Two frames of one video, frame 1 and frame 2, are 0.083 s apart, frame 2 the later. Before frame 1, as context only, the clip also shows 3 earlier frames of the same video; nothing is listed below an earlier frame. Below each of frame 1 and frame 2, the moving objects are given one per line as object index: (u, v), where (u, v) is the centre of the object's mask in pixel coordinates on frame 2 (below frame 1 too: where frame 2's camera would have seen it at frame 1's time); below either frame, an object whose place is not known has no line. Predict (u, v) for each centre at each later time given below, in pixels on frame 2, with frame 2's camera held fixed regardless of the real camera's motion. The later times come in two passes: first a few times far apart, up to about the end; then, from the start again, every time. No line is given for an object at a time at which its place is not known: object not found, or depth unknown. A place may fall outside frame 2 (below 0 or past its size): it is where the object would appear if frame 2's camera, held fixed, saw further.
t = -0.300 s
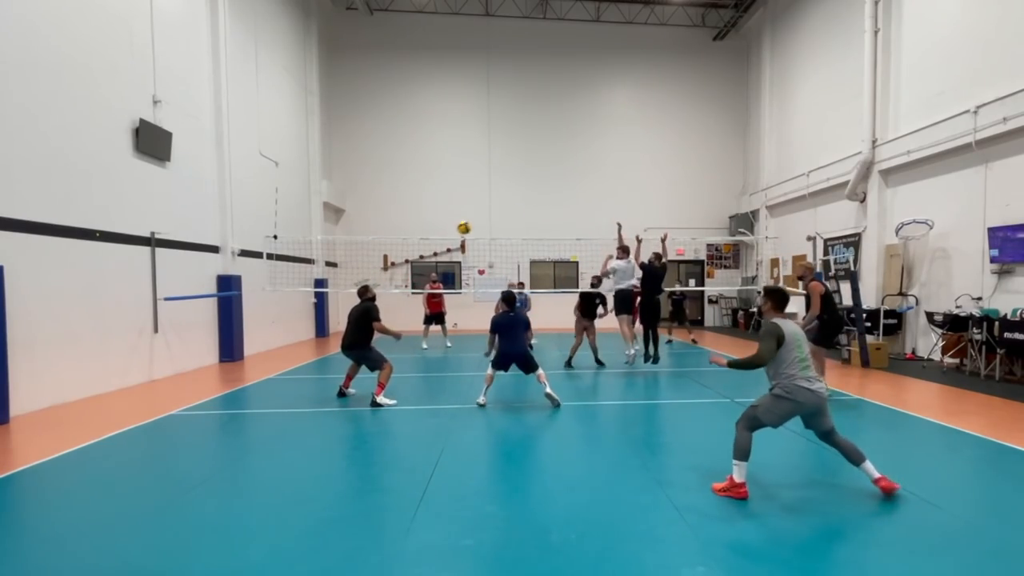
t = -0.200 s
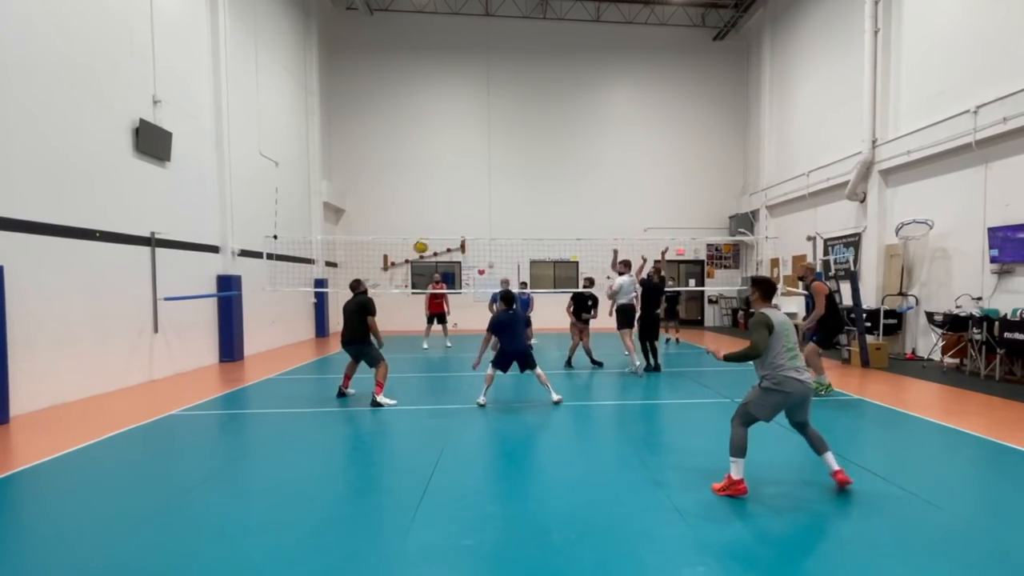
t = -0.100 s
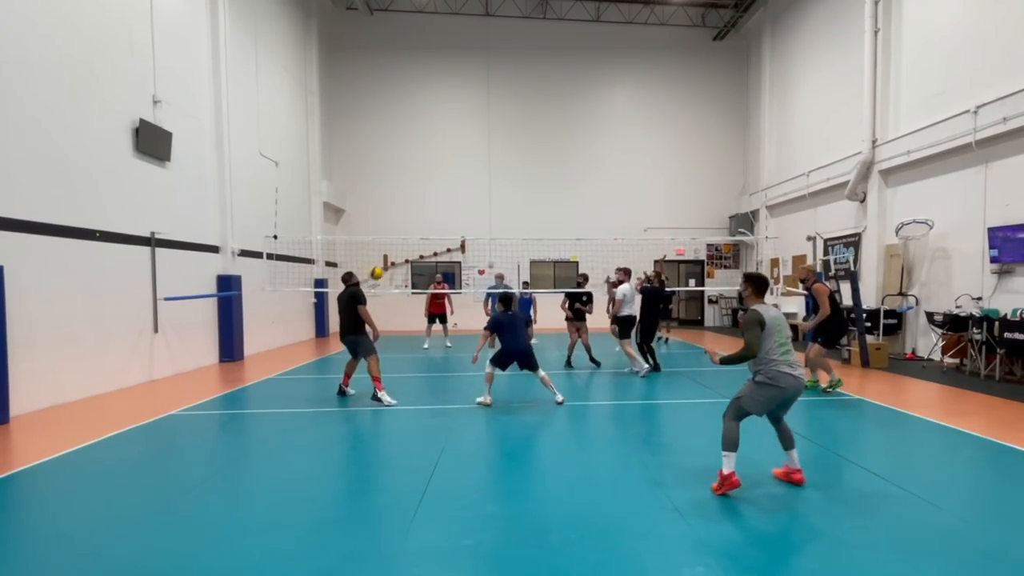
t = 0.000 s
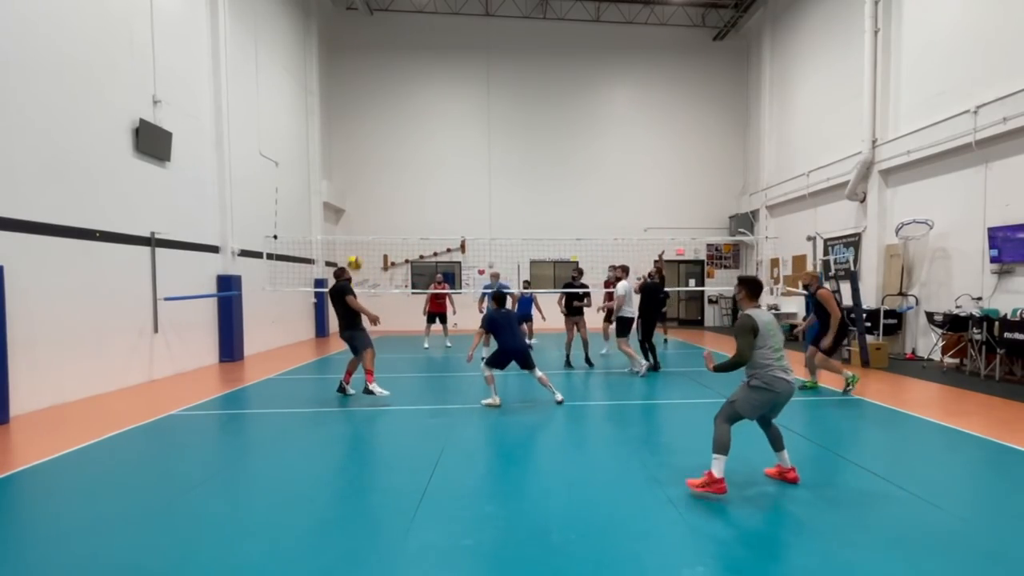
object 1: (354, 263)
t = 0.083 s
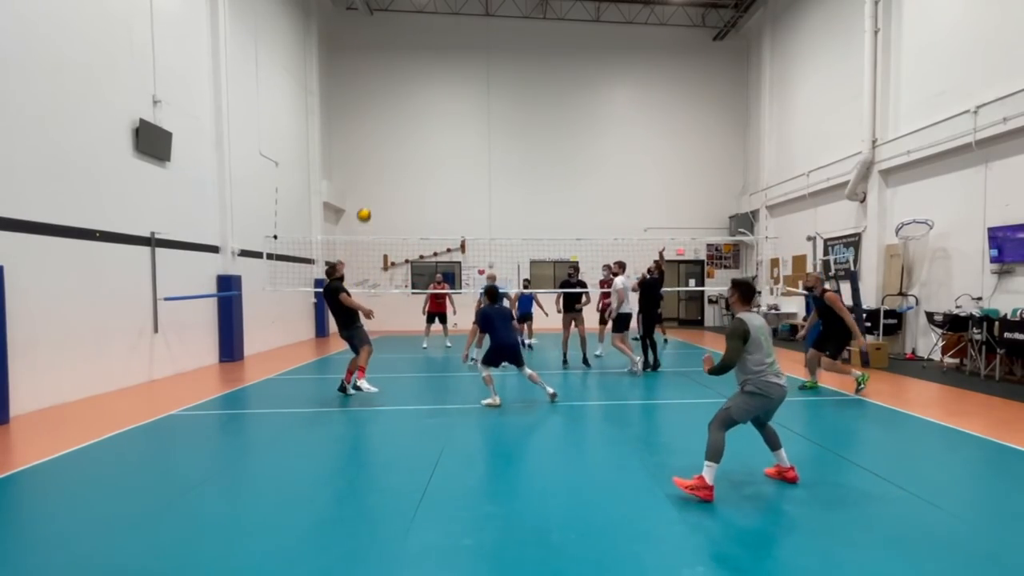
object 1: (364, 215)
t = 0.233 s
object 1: (381, 142)
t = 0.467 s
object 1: (403, 65)
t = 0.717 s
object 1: (424, 27)
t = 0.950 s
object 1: (443, 26)
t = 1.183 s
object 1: (459, 55)
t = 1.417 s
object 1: (476, 110)
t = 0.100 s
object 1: (366, 206)
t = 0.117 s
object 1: (368, 197)
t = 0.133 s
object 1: (370, 189)
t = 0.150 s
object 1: (371, 180)
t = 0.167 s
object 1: (373, 172)
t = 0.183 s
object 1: (375, 164)
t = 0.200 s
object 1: (377, 157)
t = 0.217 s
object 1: (379, 150)
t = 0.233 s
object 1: (381, 142)
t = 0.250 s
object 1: (382, 135)
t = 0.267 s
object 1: (383, 129)
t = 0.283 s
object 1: (385, 122)
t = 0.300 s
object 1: (387, 116)
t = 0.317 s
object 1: (389, 110)
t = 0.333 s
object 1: (390, 104)
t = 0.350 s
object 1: (392, 99)
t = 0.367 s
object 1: (393, 93)
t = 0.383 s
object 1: (395, 88)
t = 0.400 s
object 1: (397, 83)
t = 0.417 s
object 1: (398, 78)
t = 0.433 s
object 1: (400, 74)
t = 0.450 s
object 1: (401, 70)
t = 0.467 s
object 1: (403, 65)
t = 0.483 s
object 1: (404, 62)
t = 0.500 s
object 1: (406, 58)
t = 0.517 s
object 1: (408, 54)
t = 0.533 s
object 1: (409, 51)
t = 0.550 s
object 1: (410, 48)
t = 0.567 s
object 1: (411, 44)
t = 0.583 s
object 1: (413, 42)
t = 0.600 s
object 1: (415, 40)
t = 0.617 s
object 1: (416, 38)
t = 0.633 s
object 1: (417, 35)
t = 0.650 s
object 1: (419, 33)
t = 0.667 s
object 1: (421, 31)
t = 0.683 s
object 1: (422, 29)
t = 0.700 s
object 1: (423, 27)
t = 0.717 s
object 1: (424, 27)
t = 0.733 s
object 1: (425, 25)
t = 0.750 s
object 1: (427, 25)
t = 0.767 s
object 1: (428, 24)
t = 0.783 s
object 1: (429, 24)
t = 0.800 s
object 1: (431, 23)
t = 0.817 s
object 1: (432, 23)
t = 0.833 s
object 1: (434, 23)
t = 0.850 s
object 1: (435, 23)
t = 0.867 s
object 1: (436, 23)
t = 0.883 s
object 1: (438, 23)
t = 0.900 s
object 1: (439, 23)
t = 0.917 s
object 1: (441, 24)
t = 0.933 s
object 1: (442, 25)
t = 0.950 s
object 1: (443, 26)
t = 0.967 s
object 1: (444, 27)
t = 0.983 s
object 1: (445, 28)
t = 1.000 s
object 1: (447, 29)
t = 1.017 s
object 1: (447, 31)
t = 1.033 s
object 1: (448, 33)
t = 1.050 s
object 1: (450, 35)
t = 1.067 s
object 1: (452, 37)
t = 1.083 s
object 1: (453, 39)
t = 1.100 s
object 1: (454, 41)
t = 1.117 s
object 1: (455, 44)
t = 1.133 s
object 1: (456, 46)
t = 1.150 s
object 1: (457, 49)
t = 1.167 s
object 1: (458, 52)
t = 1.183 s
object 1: (459, 55)
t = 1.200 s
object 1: (461, 58)
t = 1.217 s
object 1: (463, 61)
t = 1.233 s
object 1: (464, 64)
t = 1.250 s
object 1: (465, 68)
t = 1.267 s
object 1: (466, 72)
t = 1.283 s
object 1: (467, 75)
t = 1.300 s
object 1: (468, 79)
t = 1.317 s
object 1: (469, 83)
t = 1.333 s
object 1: (471, 87)
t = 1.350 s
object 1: (472, 92)
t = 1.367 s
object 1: (473, 96)
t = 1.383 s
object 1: (473, 100)
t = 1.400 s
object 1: (474, 105)
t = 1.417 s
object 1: (476, 110)
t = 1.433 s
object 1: (477, 114)
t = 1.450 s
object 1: (478, 119)
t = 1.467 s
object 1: (479, 124)
